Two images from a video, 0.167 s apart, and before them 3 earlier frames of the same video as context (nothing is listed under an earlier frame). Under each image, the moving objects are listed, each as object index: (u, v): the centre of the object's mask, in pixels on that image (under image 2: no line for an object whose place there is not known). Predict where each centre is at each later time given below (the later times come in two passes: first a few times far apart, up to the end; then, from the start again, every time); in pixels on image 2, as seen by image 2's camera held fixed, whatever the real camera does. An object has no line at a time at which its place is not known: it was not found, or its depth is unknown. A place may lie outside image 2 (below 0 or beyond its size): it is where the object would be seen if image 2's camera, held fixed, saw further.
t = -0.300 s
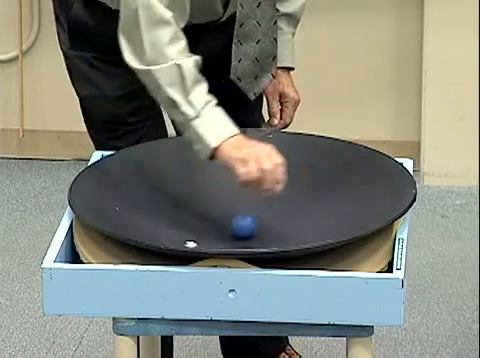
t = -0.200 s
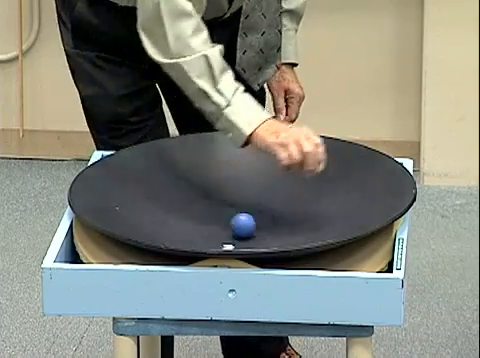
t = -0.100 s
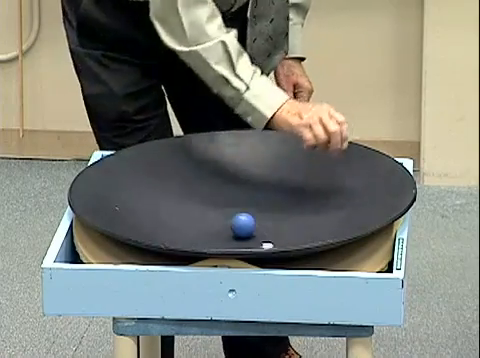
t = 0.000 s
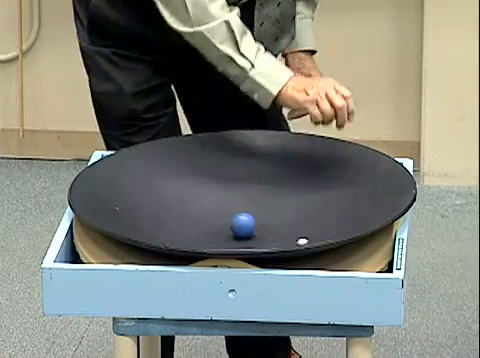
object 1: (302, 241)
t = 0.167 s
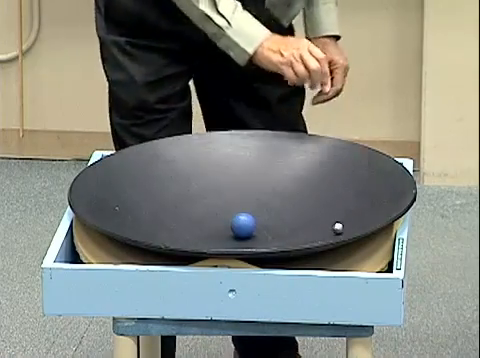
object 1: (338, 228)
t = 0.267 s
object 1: (340, 214)
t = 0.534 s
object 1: (279, 176)
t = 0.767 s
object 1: (195, 167)
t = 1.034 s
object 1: (137, 202)
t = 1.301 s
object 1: (176, 242)
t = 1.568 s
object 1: (282, 245)
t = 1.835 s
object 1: (349, 224)
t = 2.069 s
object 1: (323, 199)
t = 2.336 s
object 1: (223, 176)
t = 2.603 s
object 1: (138, 186)
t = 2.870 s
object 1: (141, 226)
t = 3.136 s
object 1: (240, 248)
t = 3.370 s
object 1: (333, 233)
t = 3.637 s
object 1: (353, 205)
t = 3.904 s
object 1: (272, 188)
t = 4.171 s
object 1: (163, 187)
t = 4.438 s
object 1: (120, 211)
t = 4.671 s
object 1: (171, 241)
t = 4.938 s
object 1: (289, 244)
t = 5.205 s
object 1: (357, 211)
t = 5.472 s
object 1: (319, 187)
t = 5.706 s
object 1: (227, 188)
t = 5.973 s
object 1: (137, 204)
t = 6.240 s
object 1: (138, 231)
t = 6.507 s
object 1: (233, 248)
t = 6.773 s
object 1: (331, 229)
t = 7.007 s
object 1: (343, 194)
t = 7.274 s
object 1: (273, 181)
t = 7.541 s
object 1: (175, 199)
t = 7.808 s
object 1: (136, 226)
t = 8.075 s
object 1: (193, 245)
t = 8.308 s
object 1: (281, 245)
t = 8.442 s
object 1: (319, 233)
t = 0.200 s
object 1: (340, 224)
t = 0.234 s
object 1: (341, 219)
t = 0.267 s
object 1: (340, 214)
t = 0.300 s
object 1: (337, 209)
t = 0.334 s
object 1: (333, 204)
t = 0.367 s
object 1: (327, 199)
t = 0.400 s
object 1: (319, 193)
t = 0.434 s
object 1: (311, 189)
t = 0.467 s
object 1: (301, 184)
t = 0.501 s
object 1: (290, 180)
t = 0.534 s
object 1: (279, 176)
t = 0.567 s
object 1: (268, 173)
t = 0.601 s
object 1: (256, 170)
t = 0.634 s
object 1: (243, 168)
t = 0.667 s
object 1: (231, 167)
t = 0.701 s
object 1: (219, 166)
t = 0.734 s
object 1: (207, 167)
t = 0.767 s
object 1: (195, 167)
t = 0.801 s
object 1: (184, 170)
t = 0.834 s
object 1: (174, 172)
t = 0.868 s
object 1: (165, 176)
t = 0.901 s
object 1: (157, 181)
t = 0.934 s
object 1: (150, 185)
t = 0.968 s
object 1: (144, 190)
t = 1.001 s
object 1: (140, 196)
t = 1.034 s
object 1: (137, 202)
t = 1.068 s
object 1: (137, 208)
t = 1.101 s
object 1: (137, 214)
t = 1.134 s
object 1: (139, 221)
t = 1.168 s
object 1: (143, 226)
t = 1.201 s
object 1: (149, 231)
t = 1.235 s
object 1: (157, 234)
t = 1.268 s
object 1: (166, 238)
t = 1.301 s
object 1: (176, 242)
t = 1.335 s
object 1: (189, 244)
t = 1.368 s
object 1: (200, 246)
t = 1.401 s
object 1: (213, 247)
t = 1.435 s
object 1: (228, 248)
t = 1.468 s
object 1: (241, 248)
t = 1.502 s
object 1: (255, 247)
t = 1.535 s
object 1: (269, 246)
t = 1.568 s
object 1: (282, 245)
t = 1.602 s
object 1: (294, 243)
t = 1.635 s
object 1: (307, 240)
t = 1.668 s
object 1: (317, 238)
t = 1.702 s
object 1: (326, 235)
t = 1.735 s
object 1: (334, 233)
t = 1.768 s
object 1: (340, 231)
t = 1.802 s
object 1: (346, 227)
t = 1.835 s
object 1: (349, 224)
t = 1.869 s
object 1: (350, 221)
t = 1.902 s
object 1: (350, 217)
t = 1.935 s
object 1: (348, 214)
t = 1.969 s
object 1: (344, 210)
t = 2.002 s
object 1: (339, 206)
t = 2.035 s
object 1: (331, 203)
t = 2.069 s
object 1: (323, 199)
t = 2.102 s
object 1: (313, 196)
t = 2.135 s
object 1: (302, 192)
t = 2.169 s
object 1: (290, 188)
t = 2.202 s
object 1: (278, 186)
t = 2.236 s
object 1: (264, 183)
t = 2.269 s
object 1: (251, 180)
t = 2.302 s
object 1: (237, 178)
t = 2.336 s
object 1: (223, 176)
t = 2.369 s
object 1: (210, 175)
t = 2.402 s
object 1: (197, 174)
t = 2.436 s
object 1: (185, 174)
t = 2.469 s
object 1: (173, 176)
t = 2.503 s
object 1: (163, 177)
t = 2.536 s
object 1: (154, 179)
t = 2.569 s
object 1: (145, 182)
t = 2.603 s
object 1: (138, 186)
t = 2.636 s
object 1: (133, 190)
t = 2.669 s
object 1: (129, 194)
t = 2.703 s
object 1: (126, 199)
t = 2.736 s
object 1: (126, 205)
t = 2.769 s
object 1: (127, 210)
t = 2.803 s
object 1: (130, 216)
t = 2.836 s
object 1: (135, 222)
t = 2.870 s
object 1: (141, 226)
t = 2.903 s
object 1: (149, 232)
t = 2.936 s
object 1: (159, 235)
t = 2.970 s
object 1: (170, 238)
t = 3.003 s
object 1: (183, 242)
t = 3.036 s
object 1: (196, 245)
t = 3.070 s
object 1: (210, 247)
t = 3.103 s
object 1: (225, 248)
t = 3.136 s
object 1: (240, 248)
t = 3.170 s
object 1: (256, 247)
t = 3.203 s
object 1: (270, 247)
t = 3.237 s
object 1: (284, 245)
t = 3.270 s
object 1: (298, 242)
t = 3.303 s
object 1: (312, 238)
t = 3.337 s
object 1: (322, 236)
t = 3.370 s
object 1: (333, 233)
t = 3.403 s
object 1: (342, 230)
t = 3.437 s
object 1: (348, 226)
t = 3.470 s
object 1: (353, 223)
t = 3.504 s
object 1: (357, 218)
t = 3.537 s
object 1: (359, 215)
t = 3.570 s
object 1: (358, 211)
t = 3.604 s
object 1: (357, 208)
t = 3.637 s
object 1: (353, 205)
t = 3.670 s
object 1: (348, 202)
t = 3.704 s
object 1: (341, 199)
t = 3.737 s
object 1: (332, 197)
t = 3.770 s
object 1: (322, 195)
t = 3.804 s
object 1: (311, 193)
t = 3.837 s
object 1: (299, 191)
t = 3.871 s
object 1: (286, 189)
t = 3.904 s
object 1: (272, 188)
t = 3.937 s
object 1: (258, 186)
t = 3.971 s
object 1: (244, 186)
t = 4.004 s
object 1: (229, 185)
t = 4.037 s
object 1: (215, 185)
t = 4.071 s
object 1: (201, 185)
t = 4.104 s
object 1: (188, 185)
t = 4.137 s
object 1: (175, 186)
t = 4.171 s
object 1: (163, 187)
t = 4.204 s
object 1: (153, 188)
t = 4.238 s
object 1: (143, 190)
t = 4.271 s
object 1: (135, 193)
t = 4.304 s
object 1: (129, 196)
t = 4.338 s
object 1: (124, 199)
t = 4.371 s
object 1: (121, 202)
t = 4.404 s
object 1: (119, 207)
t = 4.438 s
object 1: (120, 211)
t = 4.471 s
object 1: (121, 215)
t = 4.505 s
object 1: (126, 220)
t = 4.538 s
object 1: (132, 225)
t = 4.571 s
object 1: (139, 230)
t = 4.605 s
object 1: (148, 234)
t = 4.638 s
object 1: (159, 236)
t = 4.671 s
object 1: (171, 241)
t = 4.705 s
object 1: (184, 243)
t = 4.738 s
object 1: (198, 246)
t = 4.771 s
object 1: (213, 247)
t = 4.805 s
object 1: (228, 248)
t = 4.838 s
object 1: (244, 248)
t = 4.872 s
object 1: (259, 247)
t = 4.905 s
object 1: (275, 246)
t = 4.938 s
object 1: (289, 244)
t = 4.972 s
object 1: (302, 240)
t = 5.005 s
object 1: (315, 237)
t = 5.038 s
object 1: (326, 233)
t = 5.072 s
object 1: (335, 230)
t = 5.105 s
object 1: (343, 226)
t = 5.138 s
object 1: (350, 221)
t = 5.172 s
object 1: (354, 216)
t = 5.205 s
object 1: (357, 211)
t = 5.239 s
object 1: (358, 207)
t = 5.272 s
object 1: (358, 203)
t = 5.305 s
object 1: (355, 199)
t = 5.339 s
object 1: (350, 196)
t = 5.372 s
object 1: (345, 193)
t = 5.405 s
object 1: (337, 191)
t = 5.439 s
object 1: (329, 189)
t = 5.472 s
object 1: (319, 187)
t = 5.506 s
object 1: (307, 186)
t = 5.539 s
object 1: (295, 186)
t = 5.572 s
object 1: (283, 186)
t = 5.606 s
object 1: (269, 186)
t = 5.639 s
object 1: (255, 186)
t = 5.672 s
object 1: (241, 187)
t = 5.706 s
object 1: (227, 188)
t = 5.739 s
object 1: (212, 189)
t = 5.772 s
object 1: (199, 191)
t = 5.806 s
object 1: (186, 193)
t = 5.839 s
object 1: (174, 195)
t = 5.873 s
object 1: (163, 197)
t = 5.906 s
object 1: (153, 199)
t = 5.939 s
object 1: (144, 201)
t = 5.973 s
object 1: (137, 204)
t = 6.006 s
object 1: (131, 207)
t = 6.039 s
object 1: (127, 210)
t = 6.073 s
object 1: (124, 213)
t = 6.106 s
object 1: (124, 217)
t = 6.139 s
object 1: (125, 220)
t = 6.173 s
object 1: (128, 224)
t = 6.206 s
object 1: (132, 228)
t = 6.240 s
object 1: (138, 231)
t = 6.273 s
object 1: (146, 234)
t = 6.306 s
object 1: (155, 236)
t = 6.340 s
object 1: (166, 239)
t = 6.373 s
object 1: (178, 242)
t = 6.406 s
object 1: (190, 245)
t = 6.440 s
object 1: (204, 246)
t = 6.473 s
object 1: (218, 247)
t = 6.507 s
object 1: (233, 248)
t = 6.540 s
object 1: (247, 248)
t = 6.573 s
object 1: (262, 247)
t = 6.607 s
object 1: (275, 245)
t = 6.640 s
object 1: (289, 243)
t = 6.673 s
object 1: (301, 240)
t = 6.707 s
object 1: (313, 236)
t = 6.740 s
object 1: (322, 233)
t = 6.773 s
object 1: (331, 229)
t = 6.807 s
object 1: (338, 223)
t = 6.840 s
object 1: (343, 218)
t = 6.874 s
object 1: (347, 213)
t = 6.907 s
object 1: (348, 208)
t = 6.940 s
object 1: (348, 203)
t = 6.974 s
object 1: (347, 198)
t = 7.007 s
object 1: (343, 194)
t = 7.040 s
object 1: (339, 190)
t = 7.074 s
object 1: (333, 187)
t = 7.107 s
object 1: (325, 184)
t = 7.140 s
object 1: (317, 183)
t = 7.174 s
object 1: (307, 181)
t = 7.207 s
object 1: (296, 181)
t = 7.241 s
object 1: (285, 181)
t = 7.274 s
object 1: (273, 181)
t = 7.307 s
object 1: (260, 182)
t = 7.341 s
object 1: (248, 183)
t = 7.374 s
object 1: (235, 185)
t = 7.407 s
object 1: (222, 187)
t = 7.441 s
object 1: (209, 190)
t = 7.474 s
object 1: (197, 193)
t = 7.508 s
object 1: (185, 197)
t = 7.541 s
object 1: (175, 199)
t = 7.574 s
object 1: (165, 202)
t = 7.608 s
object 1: (157, 206)
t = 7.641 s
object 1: (150, 210)
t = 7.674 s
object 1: (144, 212)
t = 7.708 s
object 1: (139, 216)
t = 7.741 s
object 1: (137, 220)
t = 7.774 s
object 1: (135, 223)
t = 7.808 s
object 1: (136, 226)
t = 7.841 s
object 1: (138, 229)
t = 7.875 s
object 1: (141, 232)
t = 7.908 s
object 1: (147, 233)
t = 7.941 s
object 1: (154, 236)
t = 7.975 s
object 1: (162, 238)
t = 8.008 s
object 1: (171, 241)
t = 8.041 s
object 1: (181, 243)
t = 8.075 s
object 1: (193, 245)
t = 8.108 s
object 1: (205, 246)
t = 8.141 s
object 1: (217, 247)
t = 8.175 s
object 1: (230, 248)
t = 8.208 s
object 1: (243, 248)
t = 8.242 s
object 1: (257, 247)
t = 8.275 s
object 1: (269, 247)
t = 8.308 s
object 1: (281, 245)
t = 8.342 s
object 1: (292, 241)
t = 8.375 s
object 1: (302, 239)
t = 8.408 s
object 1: (311, 236)
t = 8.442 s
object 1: (319, 233)
